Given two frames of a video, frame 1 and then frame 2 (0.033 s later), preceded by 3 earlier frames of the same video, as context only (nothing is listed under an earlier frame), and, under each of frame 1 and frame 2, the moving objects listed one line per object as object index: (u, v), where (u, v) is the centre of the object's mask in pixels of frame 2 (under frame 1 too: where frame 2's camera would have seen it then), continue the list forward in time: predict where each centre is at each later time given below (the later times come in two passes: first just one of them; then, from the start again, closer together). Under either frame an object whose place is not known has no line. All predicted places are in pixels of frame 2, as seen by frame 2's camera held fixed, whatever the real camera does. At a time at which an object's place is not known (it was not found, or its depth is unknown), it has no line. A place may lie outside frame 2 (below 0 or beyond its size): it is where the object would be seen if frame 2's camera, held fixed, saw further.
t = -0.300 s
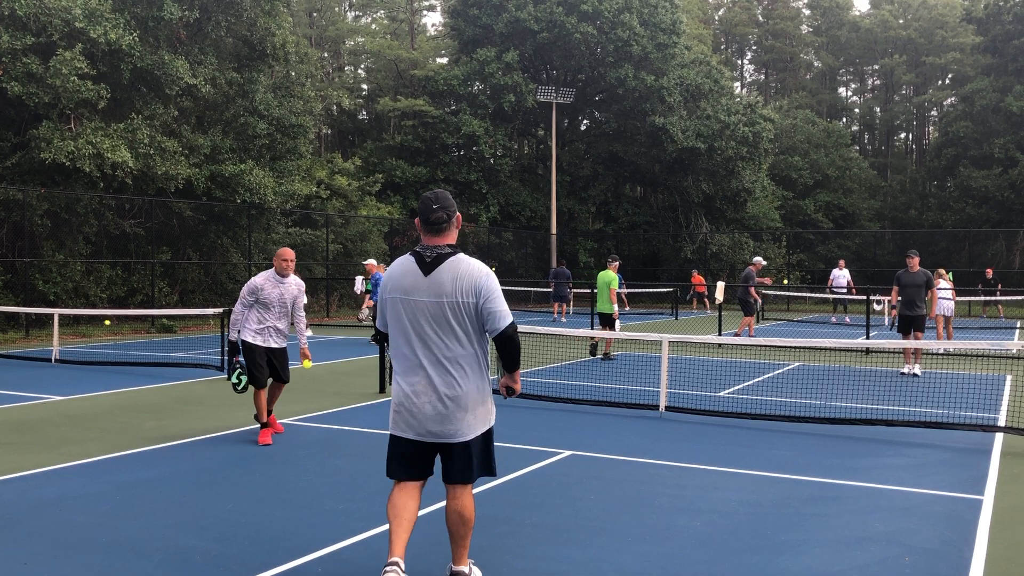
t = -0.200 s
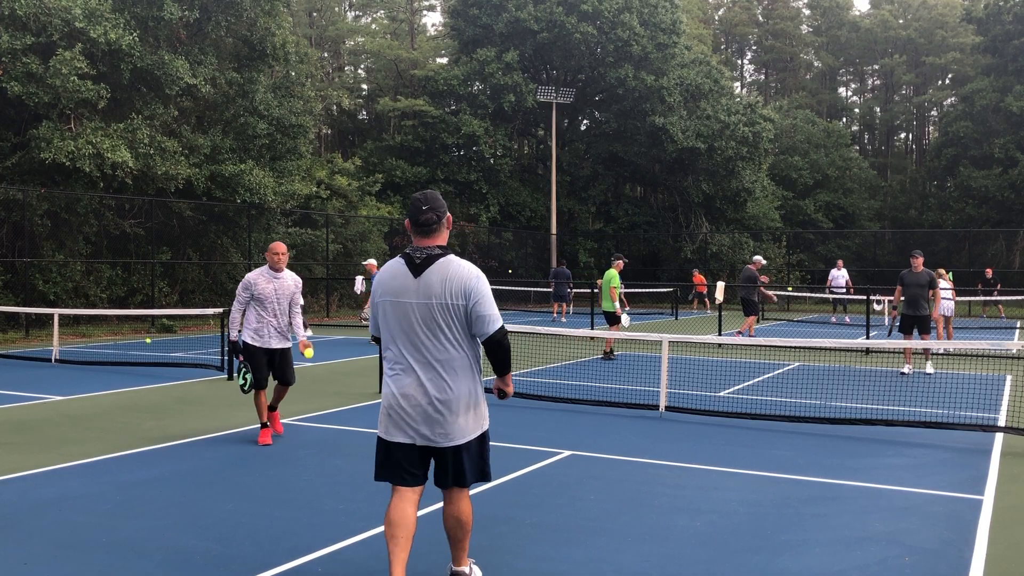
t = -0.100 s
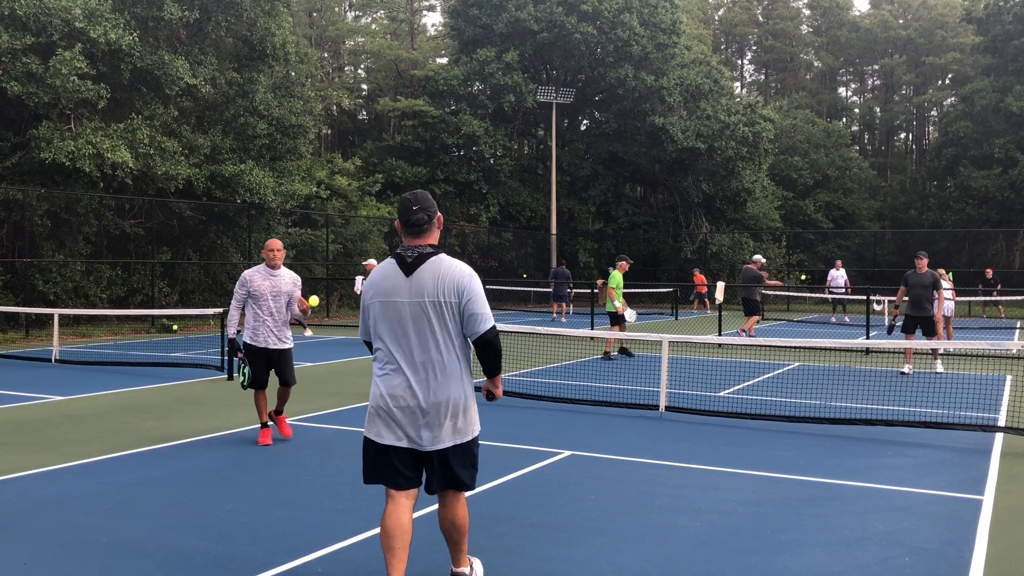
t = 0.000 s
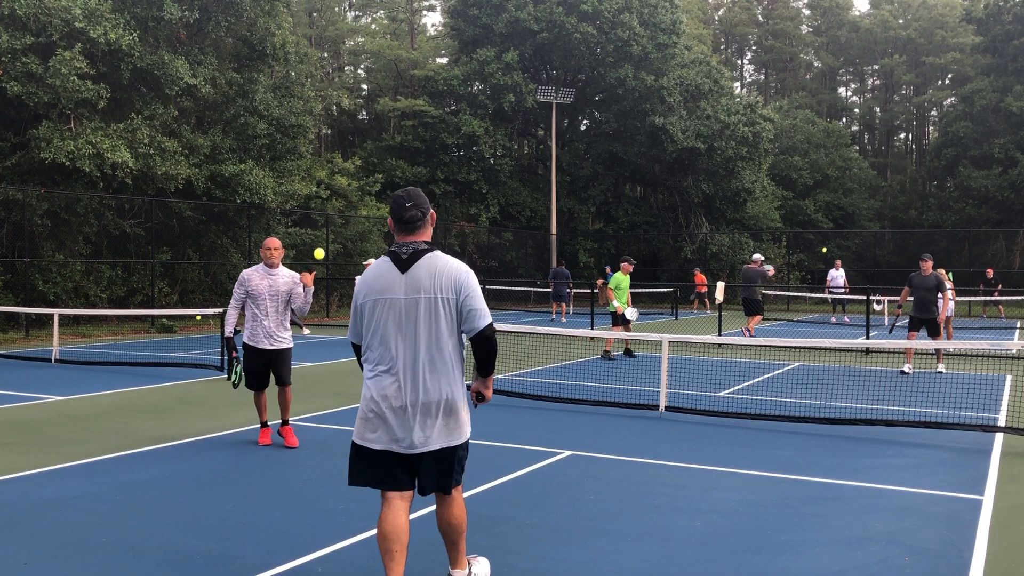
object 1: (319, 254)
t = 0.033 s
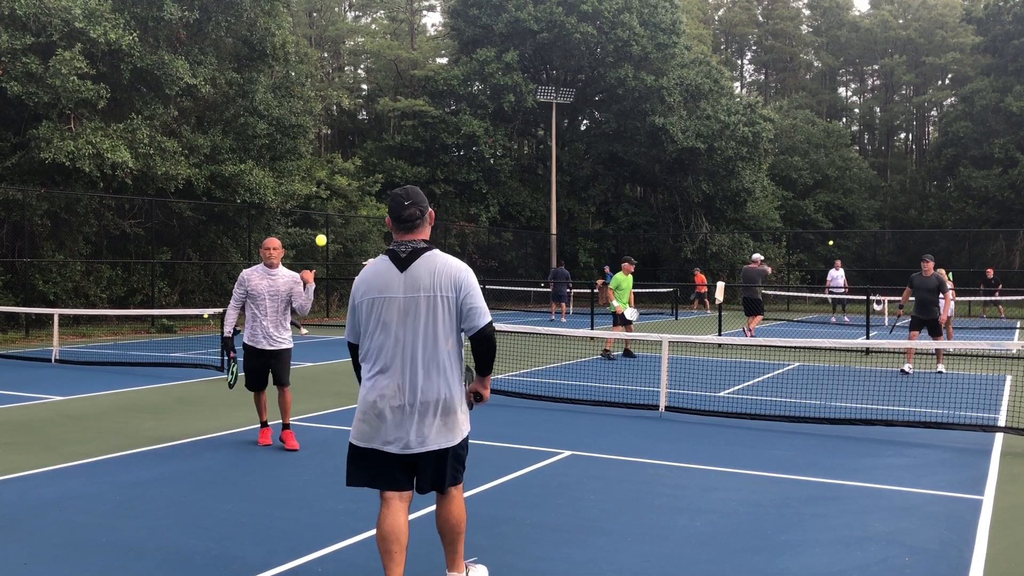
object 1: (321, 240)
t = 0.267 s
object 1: (335, 180)
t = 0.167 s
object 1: (329, 198)
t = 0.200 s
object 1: (331, 191)
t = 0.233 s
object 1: (333, 185)
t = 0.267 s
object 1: (335, 180)
